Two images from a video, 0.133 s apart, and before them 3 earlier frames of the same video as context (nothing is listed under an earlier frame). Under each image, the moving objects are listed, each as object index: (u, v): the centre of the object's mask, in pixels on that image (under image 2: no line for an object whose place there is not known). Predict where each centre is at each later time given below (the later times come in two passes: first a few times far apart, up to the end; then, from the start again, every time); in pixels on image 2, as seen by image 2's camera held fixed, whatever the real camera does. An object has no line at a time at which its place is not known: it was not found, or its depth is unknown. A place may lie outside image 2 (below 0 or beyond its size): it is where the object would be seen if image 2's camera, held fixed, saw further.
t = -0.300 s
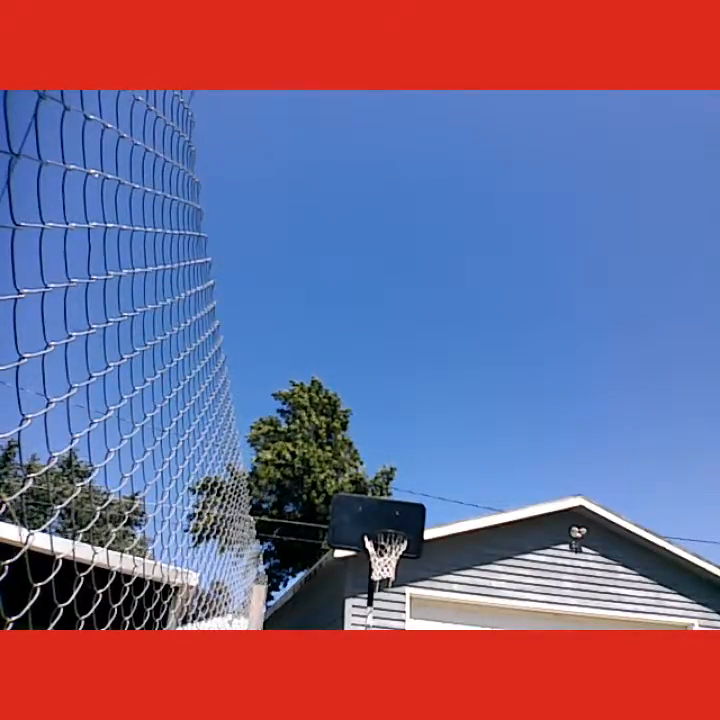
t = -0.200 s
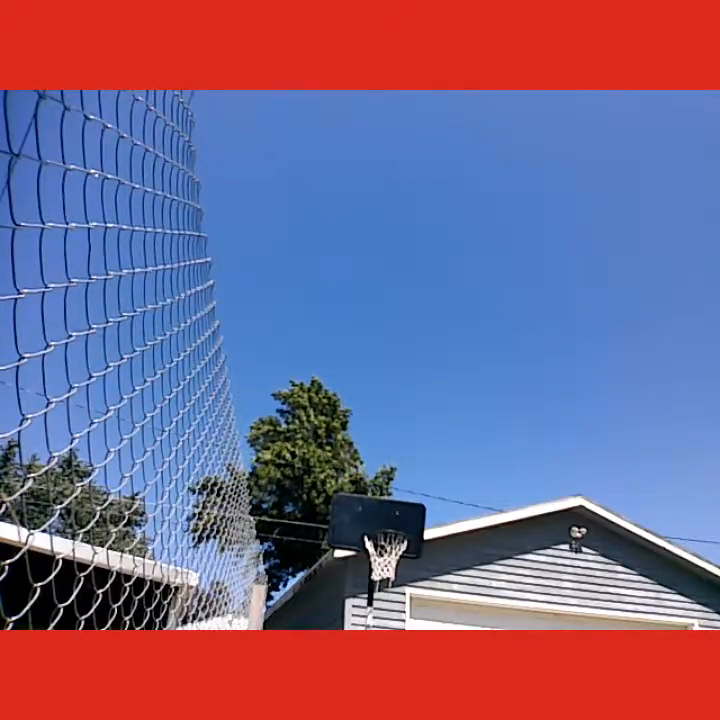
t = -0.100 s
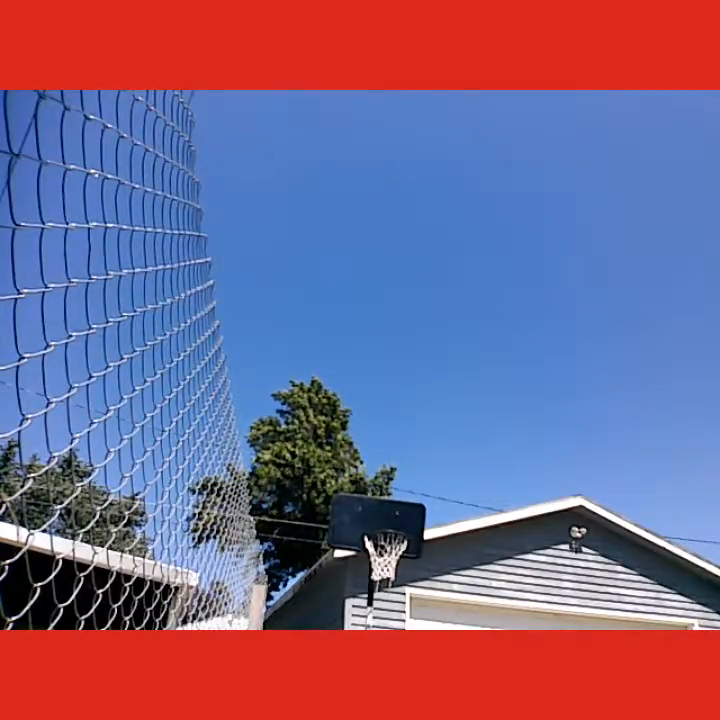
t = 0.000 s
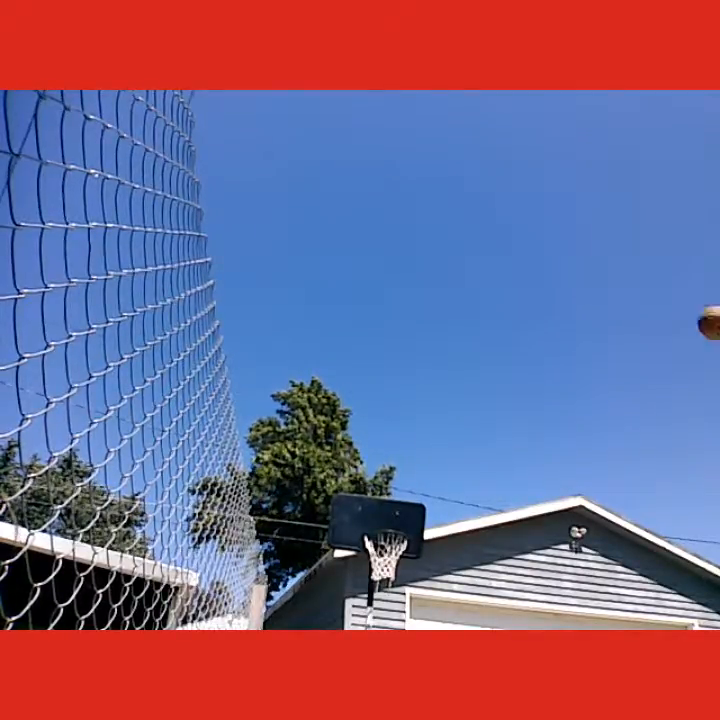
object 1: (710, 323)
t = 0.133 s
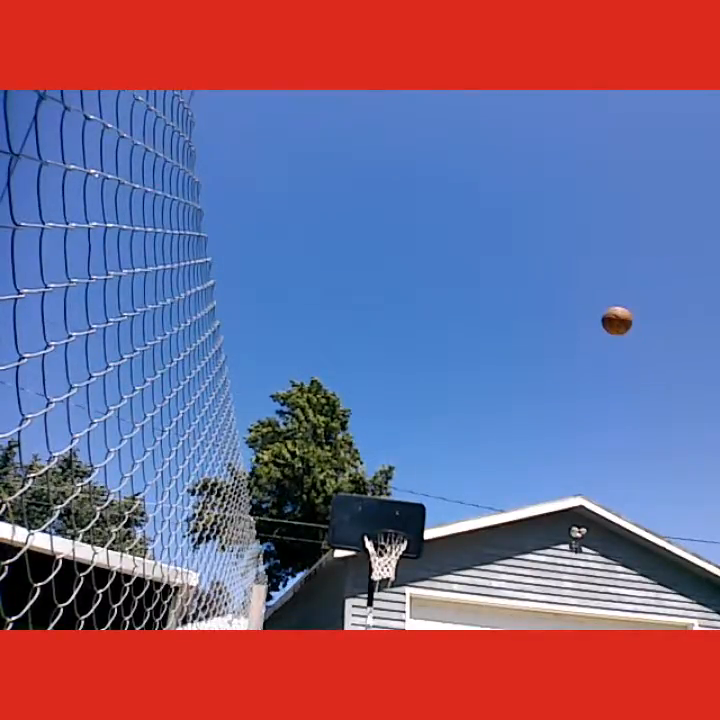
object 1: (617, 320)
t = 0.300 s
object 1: (529, 340)
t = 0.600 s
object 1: (424, 412)
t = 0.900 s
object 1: (358, 477)
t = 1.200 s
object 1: (333, 472)
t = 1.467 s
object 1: (308, 519)
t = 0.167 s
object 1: (597, 323)
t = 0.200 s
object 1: (578, 325)
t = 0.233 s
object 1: (561, 330)
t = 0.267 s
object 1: (544, 334)
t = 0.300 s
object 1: (529, 340)
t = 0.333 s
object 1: (515, 346)
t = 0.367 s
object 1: (502, 352)
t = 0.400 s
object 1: (489, 359)
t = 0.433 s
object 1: (477, 367)
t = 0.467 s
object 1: (466, 375)
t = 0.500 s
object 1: (455, 383)
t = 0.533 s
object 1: (444, 394)
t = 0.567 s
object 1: (434, 403)
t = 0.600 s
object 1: (424, 412)
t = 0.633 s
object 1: (415, 424)
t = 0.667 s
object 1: (405, 435)
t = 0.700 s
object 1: (396, 446)
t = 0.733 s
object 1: (388, 460)
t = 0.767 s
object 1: (381, 472)
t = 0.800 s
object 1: (370, 486)
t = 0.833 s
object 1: (367, 487)
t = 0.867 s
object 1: (360, 482)
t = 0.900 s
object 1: (358, 477)
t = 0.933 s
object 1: (358, 475)
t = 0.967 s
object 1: (353, 470)
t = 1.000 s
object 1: (353, 470)
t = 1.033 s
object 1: (349, 469)
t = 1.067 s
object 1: (344, 467)
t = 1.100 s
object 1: (342, 468)
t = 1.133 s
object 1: (338, 468)
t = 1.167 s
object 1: (335, 470)
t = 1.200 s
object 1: (333, 472)
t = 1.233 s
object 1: (328, 475)
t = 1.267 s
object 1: (327, 479)
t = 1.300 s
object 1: (324, 486)
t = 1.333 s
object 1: (320, 489)
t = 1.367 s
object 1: (317, 496)
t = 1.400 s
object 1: (314, 504)
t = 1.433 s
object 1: (311, 511)
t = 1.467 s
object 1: (308, 519)
